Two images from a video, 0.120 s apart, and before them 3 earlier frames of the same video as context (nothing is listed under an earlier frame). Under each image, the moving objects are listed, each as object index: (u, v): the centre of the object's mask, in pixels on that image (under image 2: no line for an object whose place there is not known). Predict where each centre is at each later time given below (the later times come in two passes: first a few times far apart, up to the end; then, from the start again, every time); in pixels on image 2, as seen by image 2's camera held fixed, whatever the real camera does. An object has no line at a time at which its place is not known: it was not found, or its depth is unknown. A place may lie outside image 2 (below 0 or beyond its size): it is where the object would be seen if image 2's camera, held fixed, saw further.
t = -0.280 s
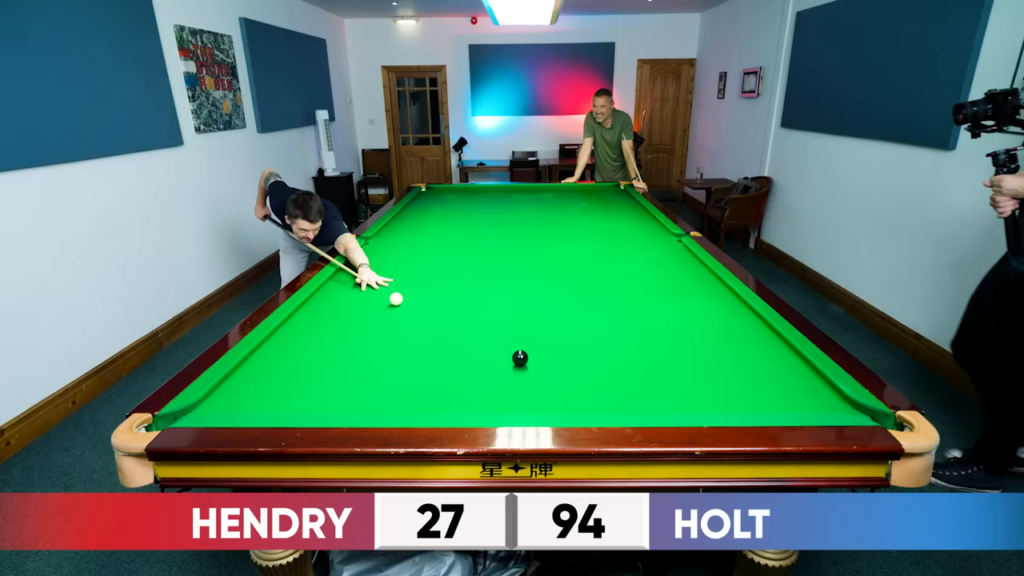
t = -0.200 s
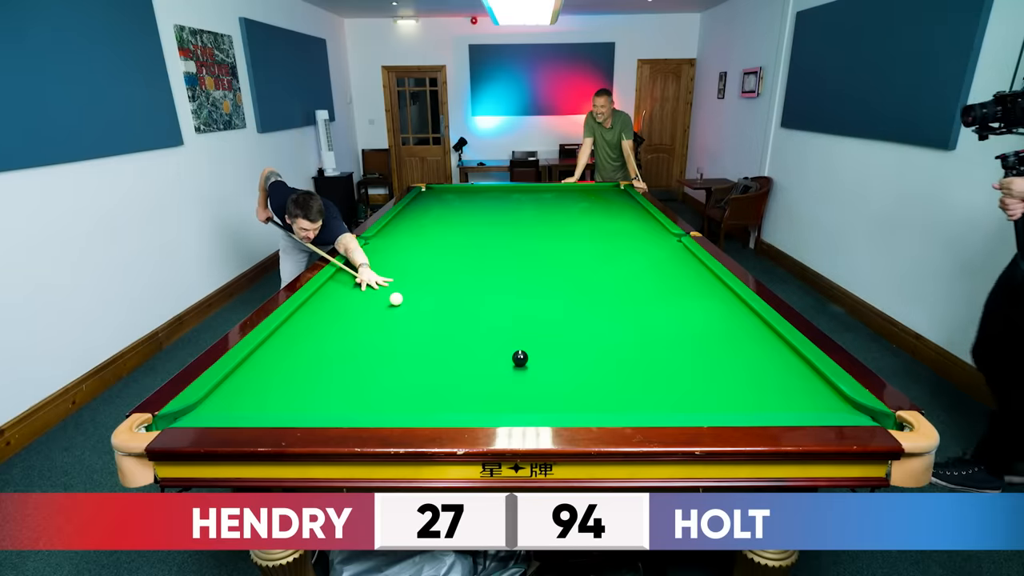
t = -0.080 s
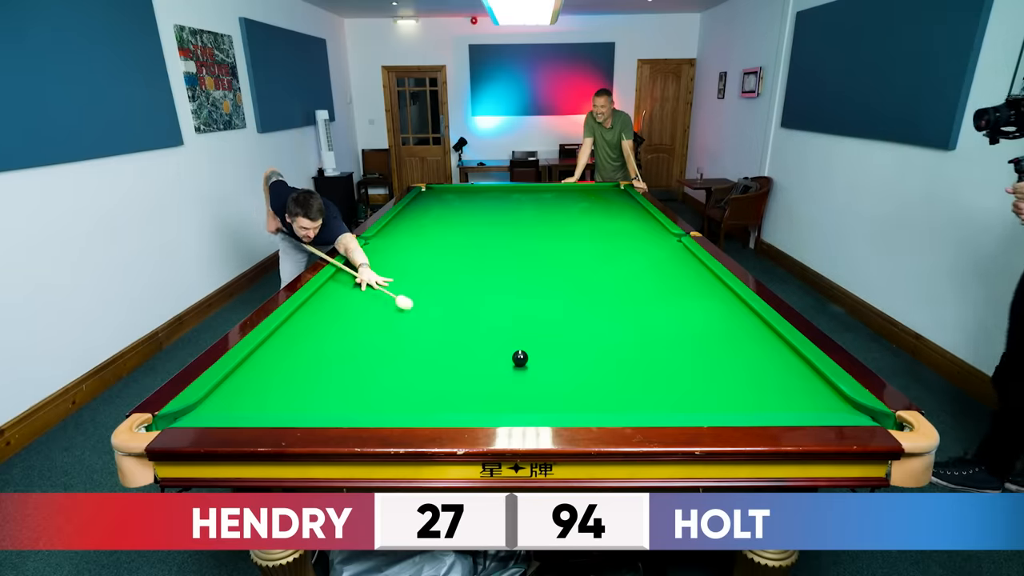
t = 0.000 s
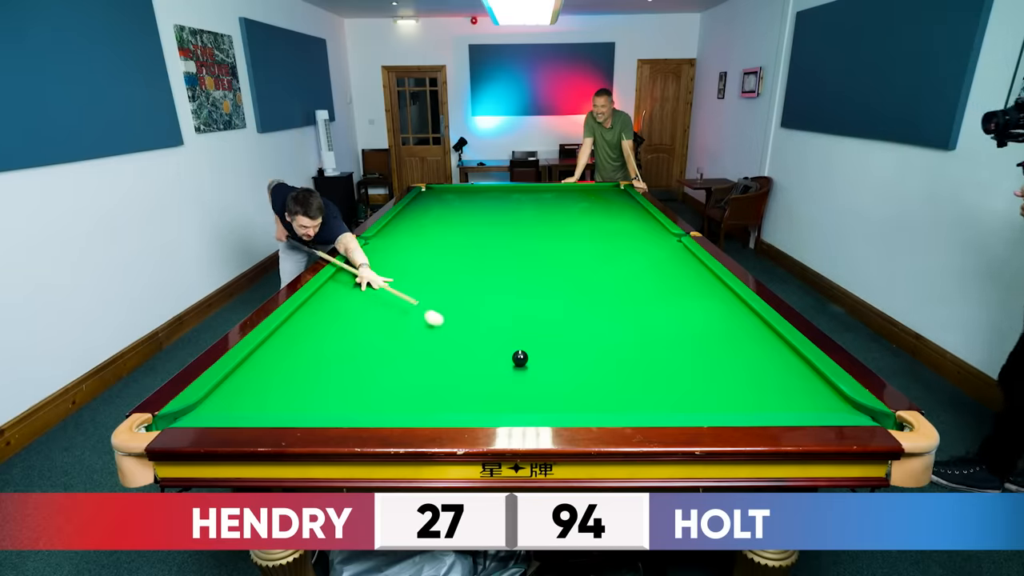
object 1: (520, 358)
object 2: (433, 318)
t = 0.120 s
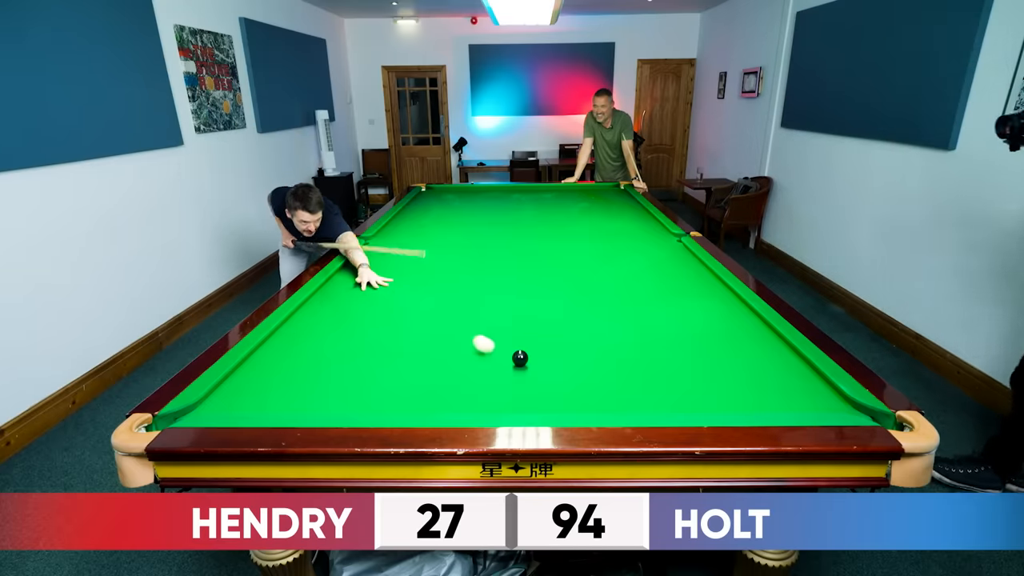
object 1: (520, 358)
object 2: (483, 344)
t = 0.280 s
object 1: (581, 368)
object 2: (497, 373)
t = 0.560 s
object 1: (716, 391)
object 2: (505, 394)
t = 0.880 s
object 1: (878, 417)
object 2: (516, 355)
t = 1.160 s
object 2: (524, 330)
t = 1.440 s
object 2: (531, 310)
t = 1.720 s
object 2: (536, 294)
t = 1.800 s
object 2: (537, 290)
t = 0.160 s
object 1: (520, 358)
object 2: (501, 353)
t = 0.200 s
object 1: (538, 361)
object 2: (501, 360)
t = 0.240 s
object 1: (560, 365)
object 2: (499, 366)
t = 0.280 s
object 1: (581, 368)
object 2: (497, 373)
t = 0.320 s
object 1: (602, 372)
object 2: (496, 380)
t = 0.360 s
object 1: (622, 376)
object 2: (496, 388)
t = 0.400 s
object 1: (641, 379)
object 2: (497, 397)
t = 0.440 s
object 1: (660, 382)
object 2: (499, 404)
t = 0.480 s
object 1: (678, 385)
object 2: (501, 407)
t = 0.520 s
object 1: (697, 388)
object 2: (503, 401)
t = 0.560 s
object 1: (716, 391)
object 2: (505, 394)
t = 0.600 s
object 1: (736, 395)
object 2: (506, 388)
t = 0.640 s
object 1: (755, 398)
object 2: (507, 383)
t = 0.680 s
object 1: (775, 401)
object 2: (509, 378)
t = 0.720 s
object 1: (796, 403)
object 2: (511, 373)
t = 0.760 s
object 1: (816, 405)
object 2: (512, 368)
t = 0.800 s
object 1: (838, 408)
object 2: (513, 364)
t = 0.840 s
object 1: (858, 410)
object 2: (515, 360)
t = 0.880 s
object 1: (878, 417)
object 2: (516, 355)
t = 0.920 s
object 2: (517, 351)
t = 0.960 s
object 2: (519, 348)
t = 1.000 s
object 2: (520, 344)
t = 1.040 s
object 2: (521, 340)
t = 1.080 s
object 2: (522, 337)
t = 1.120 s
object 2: (523, 334)
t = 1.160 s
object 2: (524, 330)
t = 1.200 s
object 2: (525, 327)
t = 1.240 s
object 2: (526, 324)
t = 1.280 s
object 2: (527, 321)
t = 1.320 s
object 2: (528, 318)
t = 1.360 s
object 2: (529, 316)
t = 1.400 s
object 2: (530, 313)
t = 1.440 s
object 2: (531, 310)
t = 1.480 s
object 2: (531, 308)
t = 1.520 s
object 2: (532, 305)
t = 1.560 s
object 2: (533, 303)
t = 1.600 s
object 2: (534, 301)
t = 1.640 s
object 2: (535, 298)
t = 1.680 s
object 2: (535, 296)
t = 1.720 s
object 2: (536, 294)
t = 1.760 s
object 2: (537, 292)
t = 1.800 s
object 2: (537, 290)
